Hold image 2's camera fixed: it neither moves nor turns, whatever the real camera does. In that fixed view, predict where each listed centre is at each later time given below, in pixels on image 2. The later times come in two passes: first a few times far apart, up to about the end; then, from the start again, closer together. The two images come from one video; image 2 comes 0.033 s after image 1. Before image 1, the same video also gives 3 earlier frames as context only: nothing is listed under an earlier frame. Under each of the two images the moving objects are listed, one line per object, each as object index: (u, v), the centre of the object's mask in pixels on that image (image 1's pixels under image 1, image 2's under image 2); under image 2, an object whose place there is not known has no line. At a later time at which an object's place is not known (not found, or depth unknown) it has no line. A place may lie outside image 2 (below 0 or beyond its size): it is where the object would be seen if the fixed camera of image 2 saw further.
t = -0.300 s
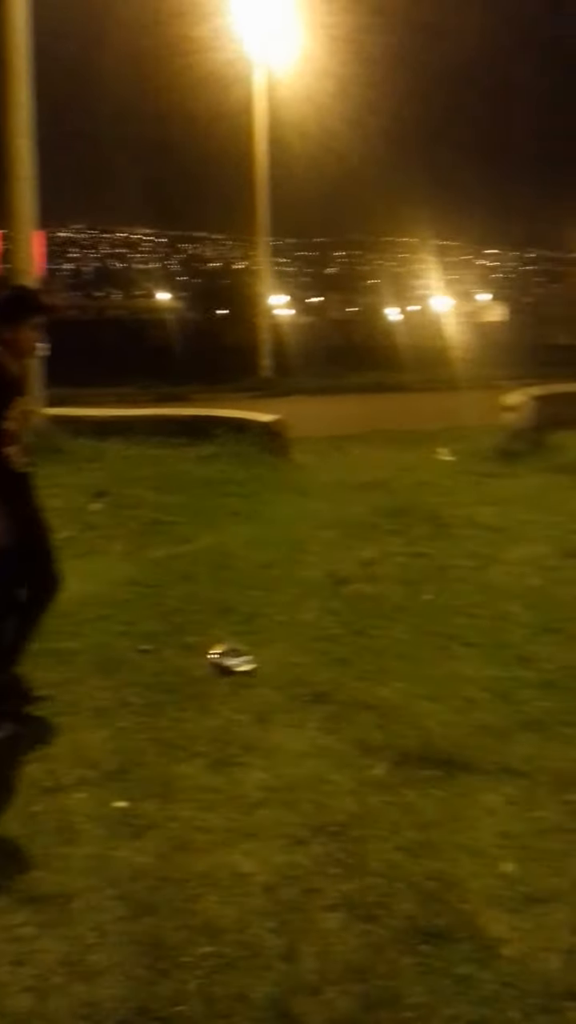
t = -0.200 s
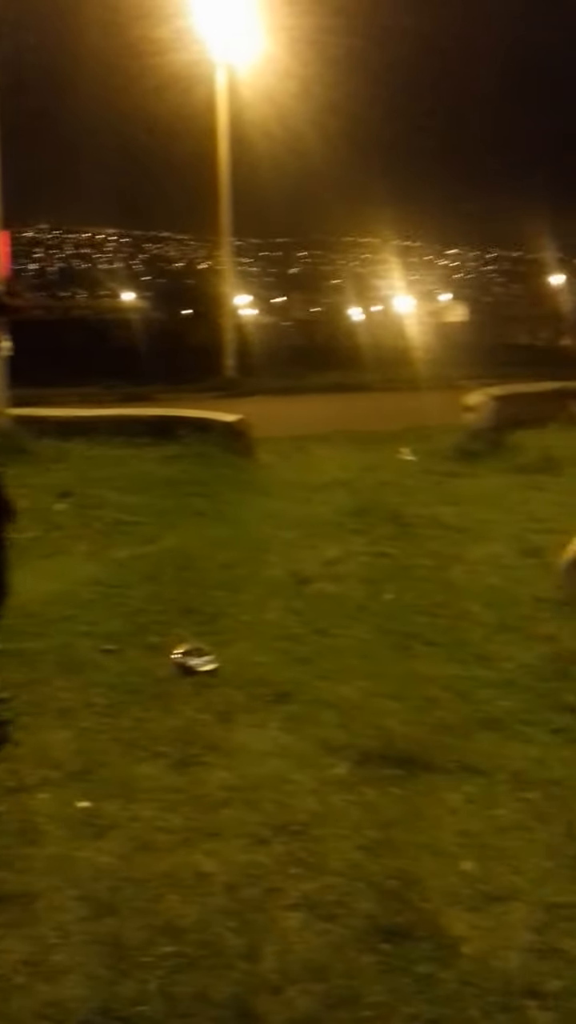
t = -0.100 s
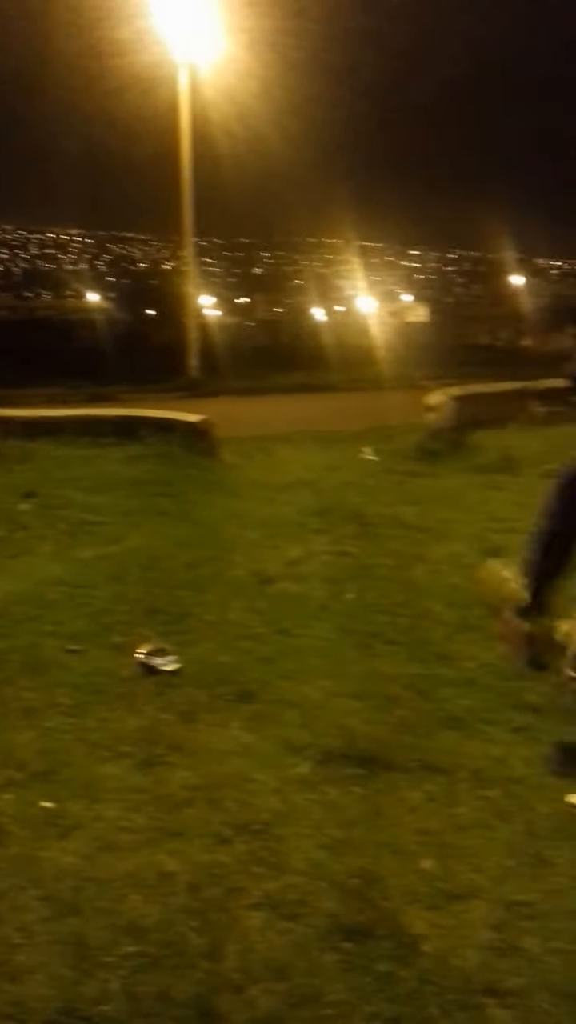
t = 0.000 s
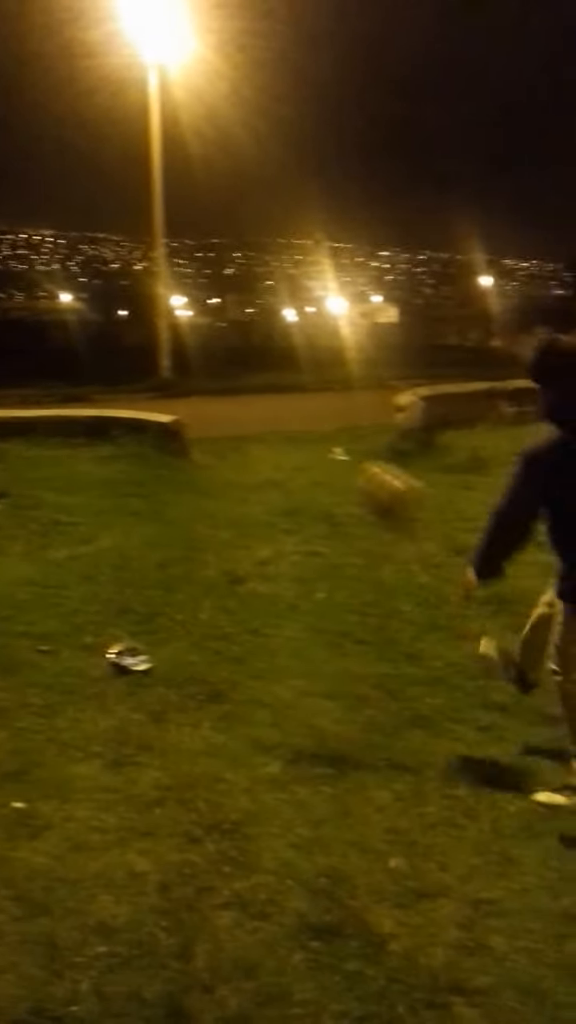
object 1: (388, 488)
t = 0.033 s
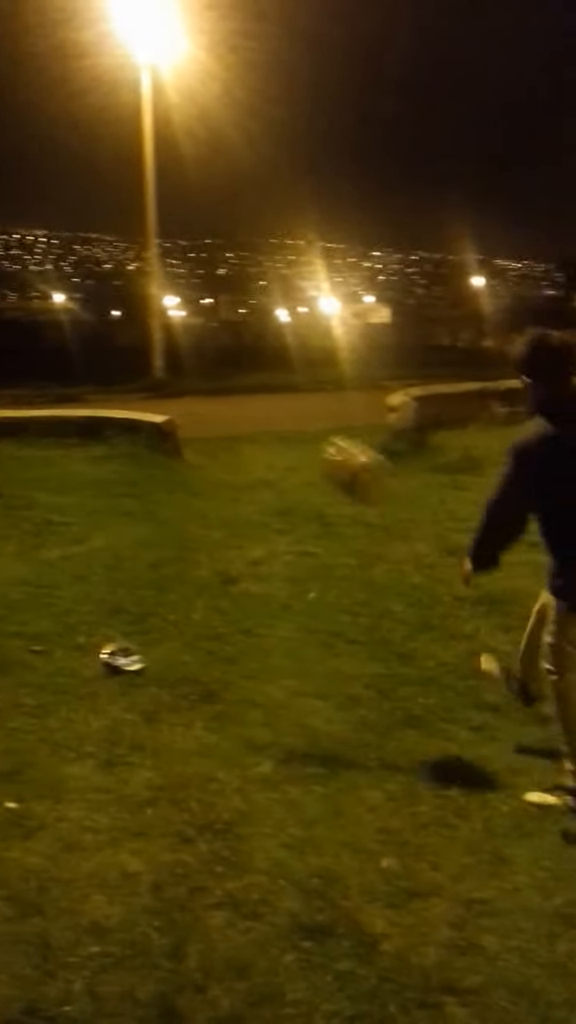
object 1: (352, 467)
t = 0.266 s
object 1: (174, 386)
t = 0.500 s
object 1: (35, 436)
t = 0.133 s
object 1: (271, 414)
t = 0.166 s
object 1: (243, 402)
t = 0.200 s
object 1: (219, 394)
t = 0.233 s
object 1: (196, 389)
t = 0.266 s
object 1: (174, 386)
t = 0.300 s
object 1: (151, 386)
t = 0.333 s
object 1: (131, 388)
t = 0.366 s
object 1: (111, 393)
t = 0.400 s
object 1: (92, 401)
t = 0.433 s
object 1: (73, 409)
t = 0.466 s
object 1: (56, 421)
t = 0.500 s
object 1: (35, 436)
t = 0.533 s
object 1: (16, 449)
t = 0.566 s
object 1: (-6, 468)
